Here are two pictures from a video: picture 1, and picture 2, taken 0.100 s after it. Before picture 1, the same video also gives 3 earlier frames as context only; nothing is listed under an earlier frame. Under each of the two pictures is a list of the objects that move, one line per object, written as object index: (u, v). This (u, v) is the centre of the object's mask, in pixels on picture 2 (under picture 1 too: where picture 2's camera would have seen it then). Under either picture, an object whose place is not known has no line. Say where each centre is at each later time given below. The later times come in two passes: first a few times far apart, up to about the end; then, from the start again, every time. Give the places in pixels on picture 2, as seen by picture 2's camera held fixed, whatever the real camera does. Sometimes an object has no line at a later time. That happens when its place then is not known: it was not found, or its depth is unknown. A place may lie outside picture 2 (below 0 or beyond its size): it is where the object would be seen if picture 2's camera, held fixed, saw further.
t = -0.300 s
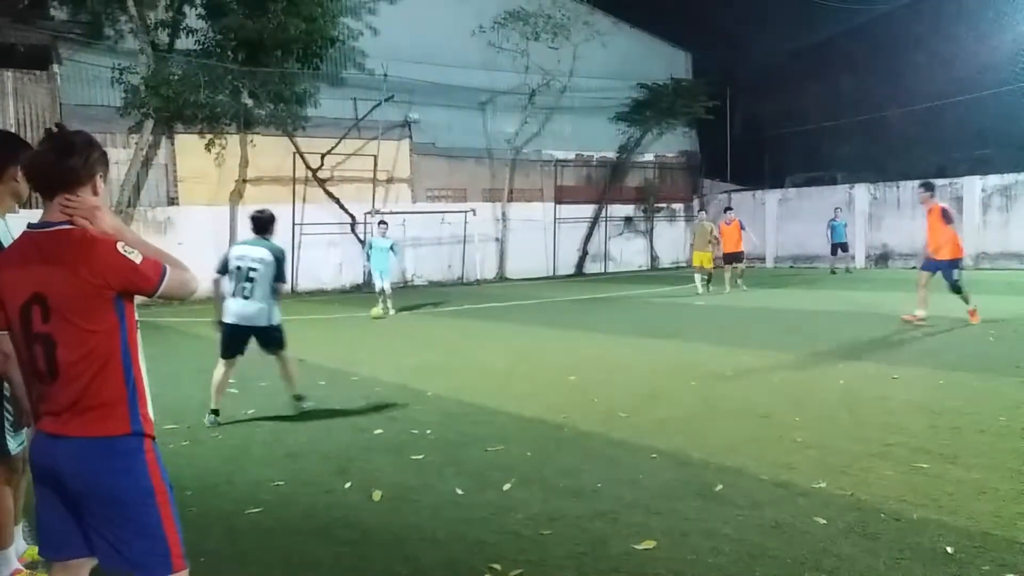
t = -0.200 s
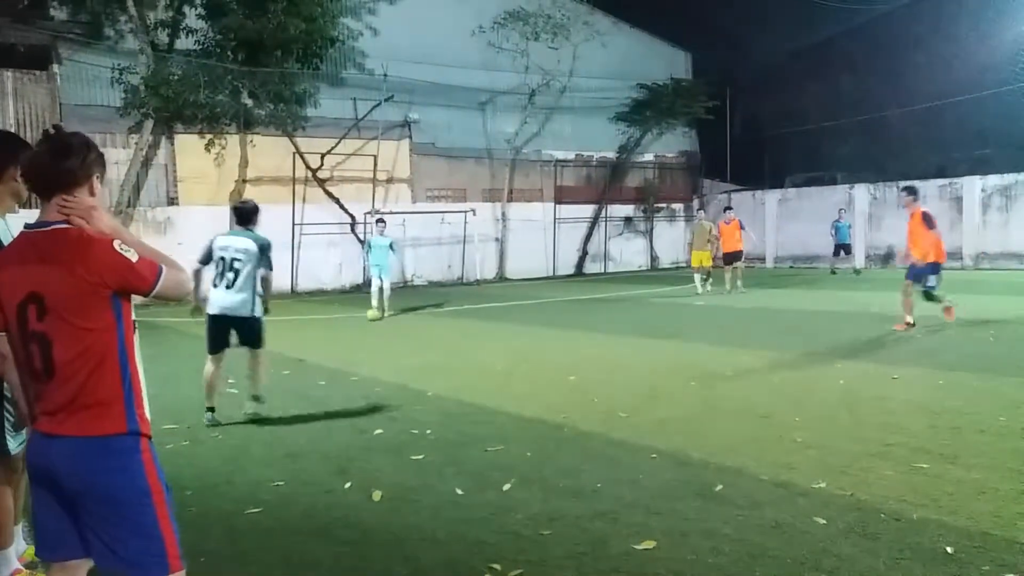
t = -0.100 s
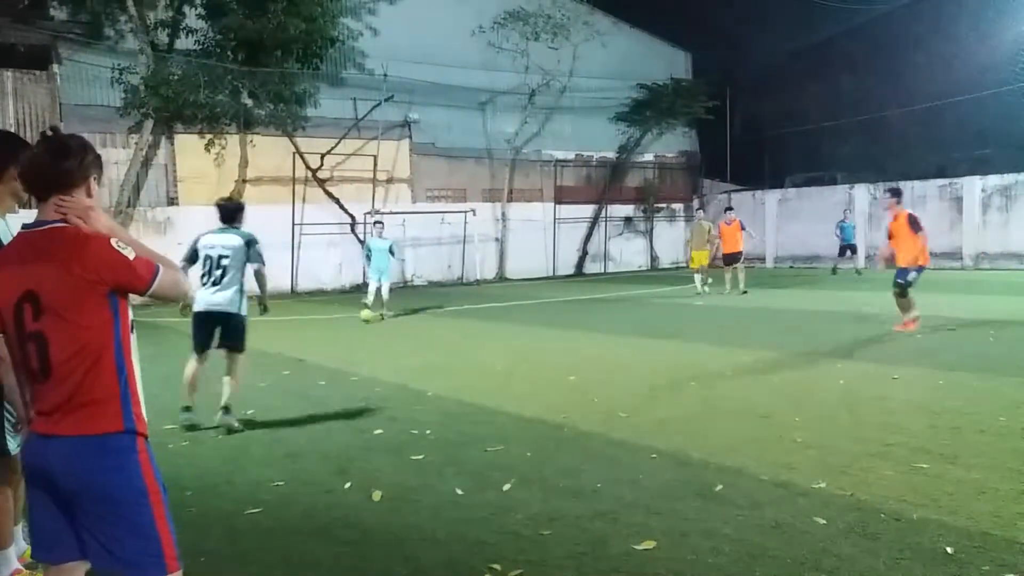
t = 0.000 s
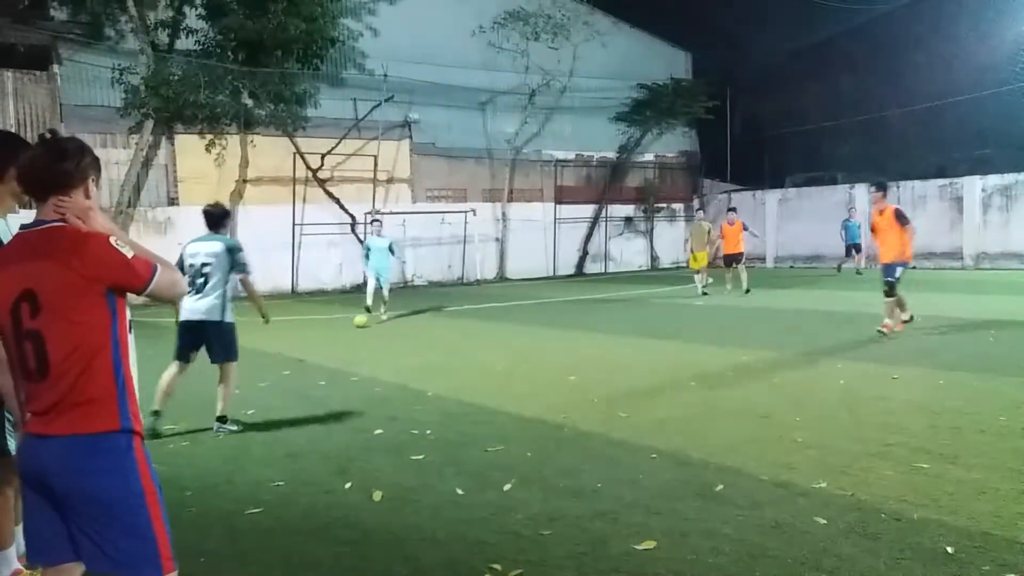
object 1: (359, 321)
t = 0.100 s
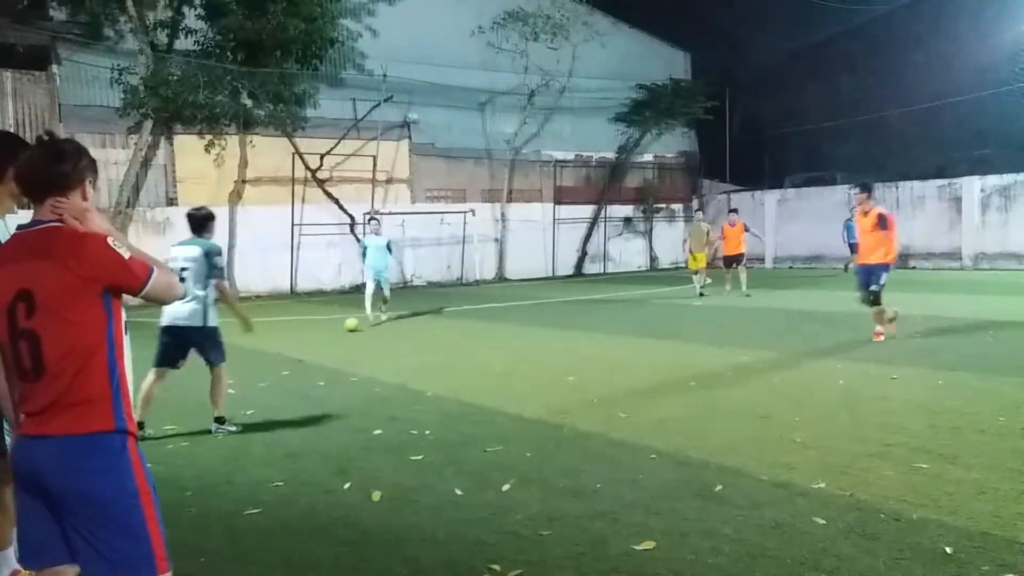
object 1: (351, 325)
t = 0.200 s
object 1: (343, 329)
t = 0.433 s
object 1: (321, 338)
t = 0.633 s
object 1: (301, 348)
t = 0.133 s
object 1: (349, 326)
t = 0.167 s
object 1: (346, 327)
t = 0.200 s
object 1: (343, 329)
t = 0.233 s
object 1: (340, 330)
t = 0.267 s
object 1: (337, 331)
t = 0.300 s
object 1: (334, 332)
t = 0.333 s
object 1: (331, 333)
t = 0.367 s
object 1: (328, 335)
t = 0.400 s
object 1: (325, 337)
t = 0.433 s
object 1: (321, 338)
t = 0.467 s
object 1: (318, 340)
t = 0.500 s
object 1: (314, 341)
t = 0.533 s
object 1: (311, 342)
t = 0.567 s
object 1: (307, 345)
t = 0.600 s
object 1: (303, 346)
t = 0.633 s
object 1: (301, 348)
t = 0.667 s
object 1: (296, 349)
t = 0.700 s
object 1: (291, 351)
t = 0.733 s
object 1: (287, 353)
